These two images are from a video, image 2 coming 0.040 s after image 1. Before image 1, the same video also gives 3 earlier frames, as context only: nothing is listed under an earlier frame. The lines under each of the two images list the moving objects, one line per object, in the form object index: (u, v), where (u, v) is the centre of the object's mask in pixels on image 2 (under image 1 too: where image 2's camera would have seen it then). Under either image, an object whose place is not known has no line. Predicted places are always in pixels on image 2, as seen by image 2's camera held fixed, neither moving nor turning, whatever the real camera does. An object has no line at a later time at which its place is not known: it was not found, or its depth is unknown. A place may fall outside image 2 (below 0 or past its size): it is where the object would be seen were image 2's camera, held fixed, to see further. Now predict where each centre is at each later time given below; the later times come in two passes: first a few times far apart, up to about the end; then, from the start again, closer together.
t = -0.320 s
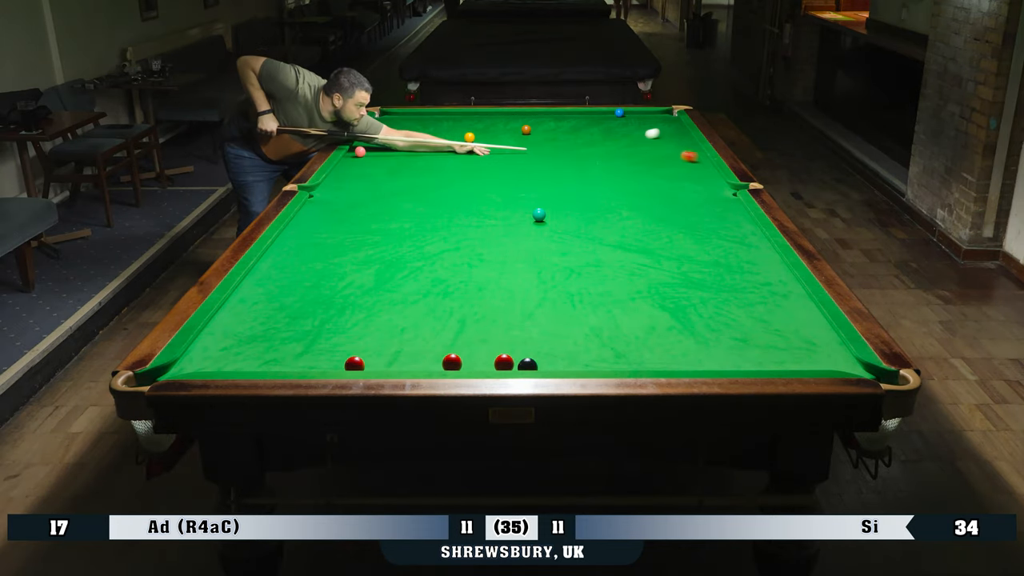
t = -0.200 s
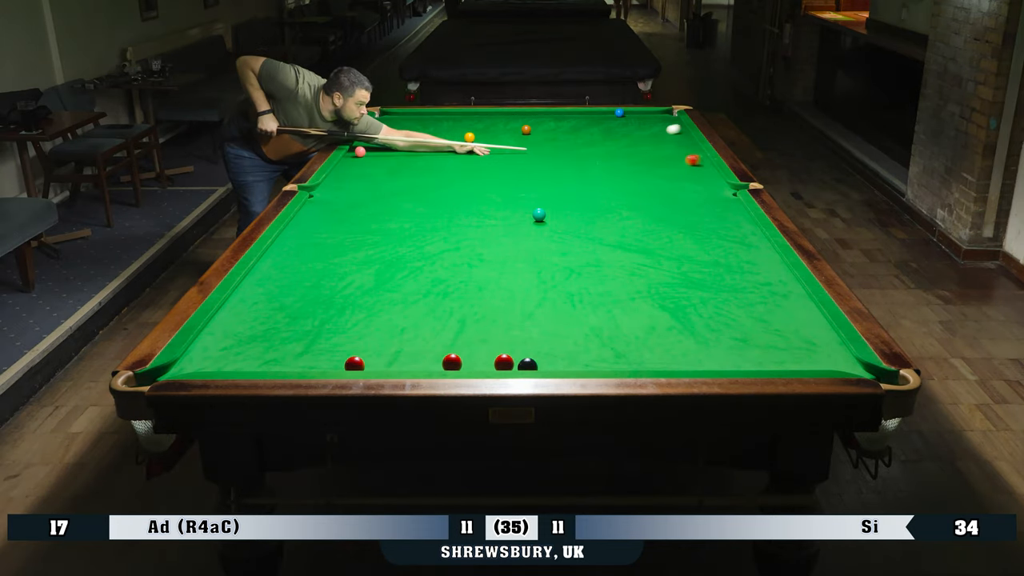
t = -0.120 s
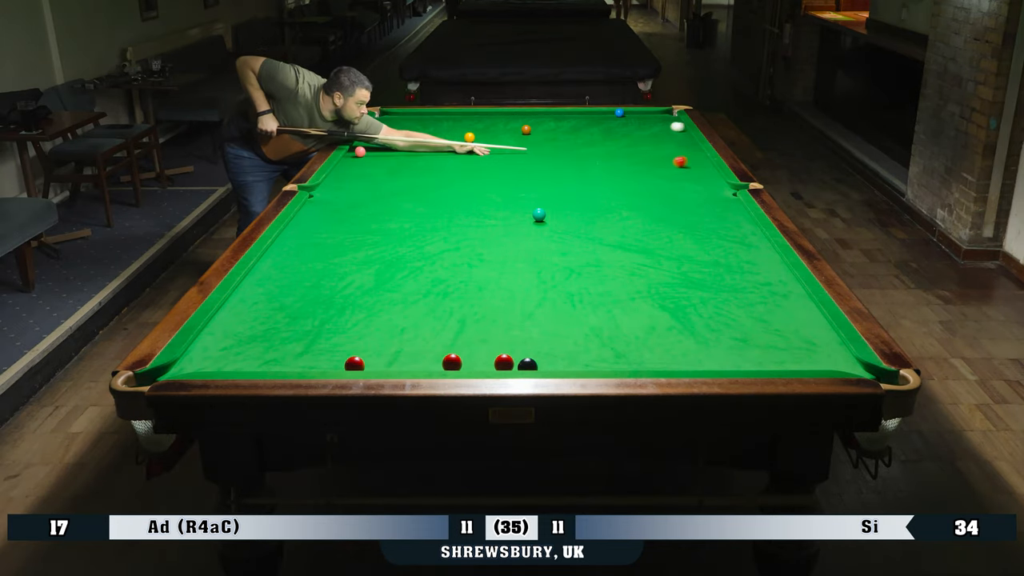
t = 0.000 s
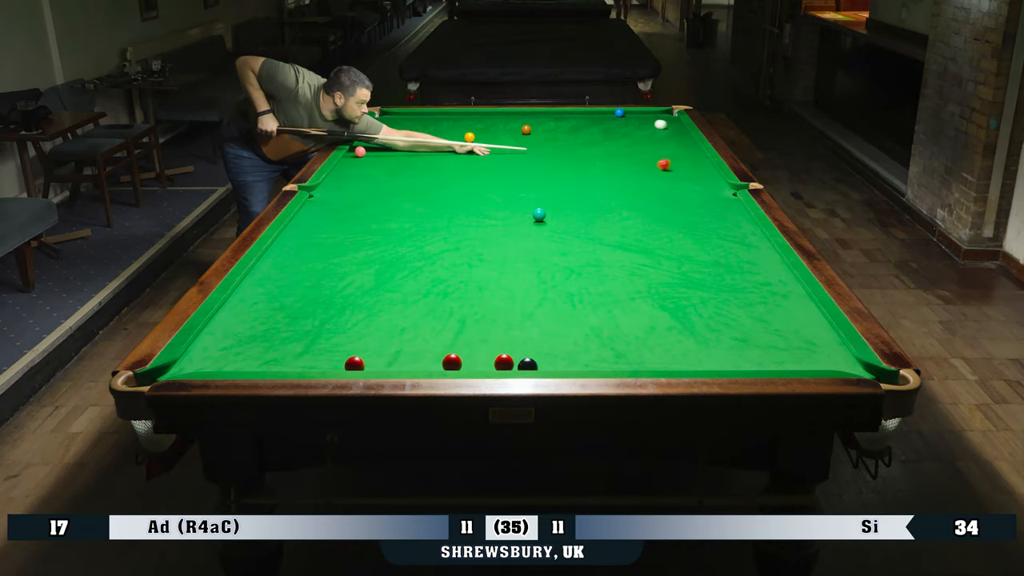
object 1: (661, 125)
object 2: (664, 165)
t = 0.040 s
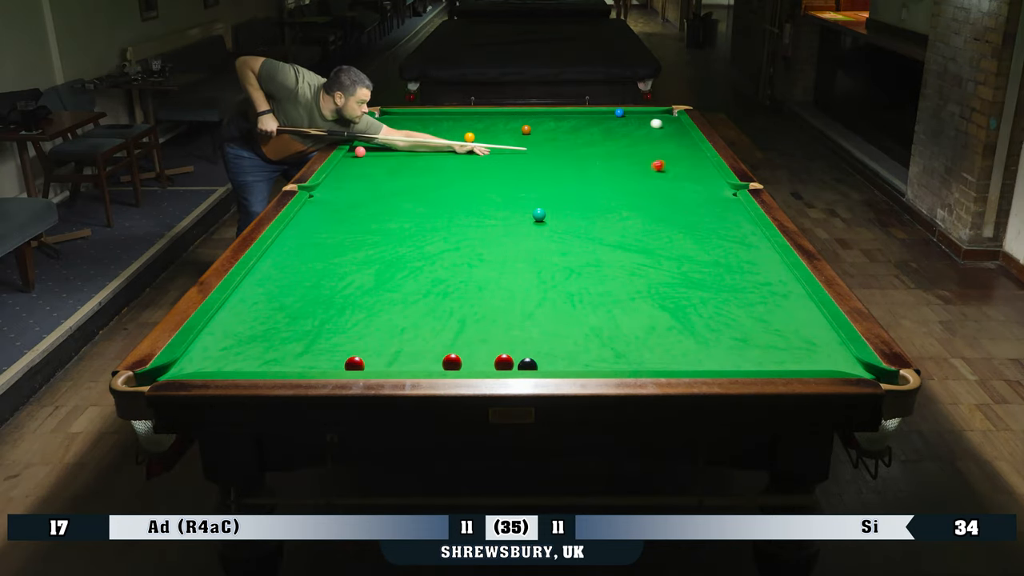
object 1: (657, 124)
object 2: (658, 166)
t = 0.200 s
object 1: (641, 120)
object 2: (636, 169)
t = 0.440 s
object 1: (619, 116)
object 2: (602, 176)
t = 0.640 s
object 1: (602, 112)
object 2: (574, 181)
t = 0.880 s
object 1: (589, 113)
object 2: (540, 187)
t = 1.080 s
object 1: (580, 115)
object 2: (511, 192)
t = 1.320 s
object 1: (570, 117)
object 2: (476, 198)
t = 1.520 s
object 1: (562, 119)
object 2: (447, 203)
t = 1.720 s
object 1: (555, 120)
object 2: (418, 209)
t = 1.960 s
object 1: (547, 122)
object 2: (383, 215)
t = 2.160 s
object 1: (541, 123)
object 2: (355, 220)
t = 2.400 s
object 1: (534, 124)
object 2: (321, 226)
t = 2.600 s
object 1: (530, 124)
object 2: (293, 231)
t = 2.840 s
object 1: (522, 125)
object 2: (298, 236)
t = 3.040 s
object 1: (518, 127)
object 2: (311, 239)
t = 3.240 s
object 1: (516, 128)
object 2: (323, 242)
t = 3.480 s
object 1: (513, 128)
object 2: (337, 245)
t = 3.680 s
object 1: (511, 129)
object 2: (347, 248)
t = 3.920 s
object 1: (509, 129)
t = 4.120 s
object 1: (508, 129)
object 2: (368, 253)
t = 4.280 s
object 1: (508, 129)
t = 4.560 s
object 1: (508, 129)
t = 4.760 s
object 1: (508, 129)
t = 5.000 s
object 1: (508, 129)
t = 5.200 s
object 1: (508, 129)
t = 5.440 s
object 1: (508, 129)
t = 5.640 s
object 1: (508, 129)
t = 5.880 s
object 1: (508, 129)
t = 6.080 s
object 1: (508, 129)
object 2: (407, 262)
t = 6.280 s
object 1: (508, 129)
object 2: (407, 262)
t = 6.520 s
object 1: (508, 129)
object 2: (407, 262)
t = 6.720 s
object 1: (508, 129)
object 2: (407, 262)
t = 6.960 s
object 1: (508, 129)
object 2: (407, 262)
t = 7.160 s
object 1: (508, 129)
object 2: (407, 262)
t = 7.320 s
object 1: (508, 129)
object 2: (407, 261)
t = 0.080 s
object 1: (652, 122)
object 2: (652, 167)
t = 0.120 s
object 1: (648, 122)
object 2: (647, 168)
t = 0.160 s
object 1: (644, 121)
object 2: (641, 168)
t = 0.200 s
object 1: (641, 120)
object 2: (636, 169)
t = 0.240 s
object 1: (637, 119)
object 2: (630, 170)
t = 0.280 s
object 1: (633, 119)
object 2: (624, 171)
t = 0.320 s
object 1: (630, 118)
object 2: (619, 173)
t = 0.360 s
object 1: (626, 117)
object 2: (613, 174)
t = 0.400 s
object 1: (623, 116)
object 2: (608, 175)
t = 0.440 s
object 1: (619, 116)
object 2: (602, 176)
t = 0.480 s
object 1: (615, 115)
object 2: (597, 176)
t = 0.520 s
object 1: (611, 114)
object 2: (591, 177)
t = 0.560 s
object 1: (608, 114)
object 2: (585, 178)
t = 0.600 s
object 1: (605, 113)
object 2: (580, 179)
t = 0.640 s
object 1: (602, 112)
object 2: (574, 181)
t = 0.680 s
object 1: (598, 112)
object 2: (568, 182)
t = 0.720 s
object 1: (596, 112)
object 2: (563, 183)
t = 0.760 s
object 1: (594, 112)
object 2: (557, 184)
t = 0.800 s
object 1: (593, 112)
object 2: (551, 185)
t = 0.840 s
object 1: (591, 113)
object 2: (546, 186)
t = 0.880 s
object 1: (589, 113)
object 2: (540, 187)
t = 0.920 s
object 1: (587, 113)
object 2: (534, 187)
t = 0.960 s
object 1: (585, 114)
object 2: (528, 189)
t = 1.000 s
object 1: (583, 114)
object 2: (523, 190)
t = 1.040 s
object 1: (582, 115)
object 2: (517, 191)
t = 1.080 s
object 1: (580, 115)
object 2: (511, 192)
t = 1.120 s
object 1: (578, 115)
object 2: (505, 193)
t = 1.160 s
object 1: (577, 116)
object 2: (499, 194)
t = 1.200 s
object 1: (575, 116)
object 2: (493, 195)
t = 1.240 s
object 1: (574, 116)
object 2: (488, 196)
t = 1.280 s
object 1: (572, 117)
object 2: (482, 197)
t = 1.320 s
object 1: (570, 117)
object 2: (476, 198)
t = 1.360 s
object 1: (569, 117)
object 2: (470, 199)
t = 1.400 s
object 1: (567, 117)
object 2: (464, 200)
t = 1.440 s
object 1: (566, 118)
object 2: (459, 201)
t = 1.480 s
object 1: (564, 118)
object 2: (453, 202)
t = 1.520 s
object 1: (562, 119)
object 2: (447, 203)
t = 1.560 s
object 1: (561, 119)
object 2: (441, 204)
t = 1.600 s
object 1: (559, 119)
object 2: (435, 205)
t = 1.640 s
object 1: (558, 120)
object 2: (430, 207)
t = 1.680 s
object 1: (557, 120)
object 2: (424, 208)
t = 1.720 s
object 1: (555, 120)
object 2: (418, 209)
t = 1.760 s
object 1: (554, 120)
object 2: (412, 210)
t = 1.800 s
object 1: (552, 121)
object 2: (406, 211)
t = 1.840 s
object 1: (551, 121)
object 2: (401, 212)
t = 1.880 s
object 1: (550, 121)
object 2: (395, 213)
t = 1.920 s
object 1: (548, 121)
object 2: (389, 214)
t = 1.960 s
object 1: (547, 122)
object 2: (383, 215)
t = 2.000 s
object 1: (546, 122)
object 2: (378, 216)
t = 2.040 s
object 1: (545, 122)
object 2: (372, 217)
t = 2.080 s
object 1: (543, 122)
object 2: (366, 218)
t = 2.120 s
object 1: (542, 123)
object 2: (360, 219)
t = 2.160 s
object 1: (541, 123)
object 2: (355, 220)
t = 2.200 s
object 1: (540, 123)
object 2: (349, 221)
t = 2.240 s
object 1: (538, 123)
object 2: (343, 222)
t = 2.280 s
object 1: (538, 123)
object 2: (338, 223)
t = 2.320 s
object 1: (536, 124)
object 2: (332, 224)
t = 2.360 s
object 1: (535, 124)
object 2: (327, 225)
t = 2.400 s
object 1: (534, 124)
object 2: (321, 226)
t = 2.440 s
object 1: (533, 124)
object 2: (315, 227)
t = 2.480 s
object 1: (533, 124)
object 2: (310, 228)
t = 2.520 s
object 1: (532, 124)
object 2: (304, 229)
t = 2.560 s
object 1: (531, 124)
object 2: (299, 230)
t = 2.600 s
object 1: (530, 124)
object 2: (293, 231)
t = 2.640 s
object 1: (529, 124)
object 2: (288, 232)
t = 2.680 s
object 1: (528, 124)
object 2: (288, 233)
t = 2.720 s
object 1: (526, 124)
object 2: (291, 234)
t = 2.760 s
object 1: (524, 124)
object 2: (294, 235)
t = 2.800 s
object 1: (523, 124)
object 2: (296, 235)
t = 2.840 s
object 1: (522, 125)
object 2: (298, 236)
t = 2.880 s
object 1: (521, 125)
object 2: (301, 237)
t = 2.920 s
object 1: (520, 125)
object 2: (304, 237)
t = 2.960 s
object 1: (520, 126)
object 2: (306, 238)
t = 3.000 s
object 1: (519, 126)
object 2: (309, 238)
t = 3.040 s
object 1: (518, 127)
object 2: (311, 239)
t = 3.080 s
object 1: (518, 127)
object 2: (314, 240)
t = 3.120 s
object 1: (518, 127)
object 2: (316, 240)
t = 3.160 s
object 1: (517, 127)
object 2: (318, 241)
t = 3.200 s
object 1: (516, 128)
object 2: (321, 241)
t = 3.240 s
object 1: (516, 128)
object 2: (323, 242)
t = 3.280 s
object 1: (515, 128)
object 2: (325, 242)
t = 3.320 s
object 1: (515, 128)
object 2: (328, 243)
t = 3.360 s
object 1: (514, 128)
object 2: (330, 244)
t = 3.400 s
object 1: (514, 128)
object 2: (332, 244)
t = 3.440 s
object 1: (513, 128)
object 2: (334, 245)
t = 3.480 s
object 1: (513, 128)
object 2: (337, 245)
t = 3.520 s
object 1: (512, 128)
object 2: (339, 246)
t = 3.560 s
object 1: (512, 128)
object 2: (341, 247)
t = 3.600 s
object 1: (511, 129)
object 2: (343, 247)
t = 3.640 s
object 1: (511, 129)
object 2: (345, 248)
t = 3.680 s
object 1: (511, 129)
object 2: (347, 248)
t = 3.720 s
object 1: (510, 129)
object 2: (349, 248)
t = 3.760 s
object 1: (510, 129)
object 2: (351, 249)
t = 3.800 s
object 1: (510, 129)
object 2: (353, 249)
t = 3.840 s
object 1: (509, 129)
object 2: (355, 250)
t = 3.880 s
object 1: (509, 129)
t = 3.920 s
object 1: (509, 129)
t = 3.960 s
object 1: (508, 129)
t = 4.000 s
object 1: (508, 129)
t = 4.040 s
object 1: (508, 129)
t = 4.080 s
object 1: (508, 129)
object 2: (366, 253)
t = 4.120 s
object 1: (508, 129)
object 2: (368, 253)
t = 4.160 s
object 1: (508, 129)
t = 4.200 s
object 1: (508, 129)
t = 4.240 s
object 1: (508, 129)
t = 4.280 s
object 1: (508, 129)
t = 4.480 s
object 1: (508, 129)
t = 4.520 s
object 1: (508, 129)
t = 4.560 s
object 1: (508, 129)
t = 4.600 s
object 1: (508, 129)
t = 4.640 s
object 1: (508, 129)
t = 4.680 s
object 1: (508, 129)
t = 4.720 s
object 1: (508, 129)
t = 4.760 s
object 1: (508, 129)
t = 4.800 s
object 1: (508, 129)
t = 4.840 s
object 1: (508, 129)
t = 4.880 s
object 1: (508, 129)
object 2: (394, 260)
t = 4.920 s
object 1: (508, 129)
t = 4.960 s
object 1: (508, 129)
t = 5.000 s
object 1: (508, 129)
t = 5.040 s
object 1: (508, 129)
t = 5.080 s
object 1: (508, 129)
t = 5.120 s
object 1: (508, 129)
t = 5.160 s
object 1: (508, 129)
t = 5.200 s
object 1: (508, 129)
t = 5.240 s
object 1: (508, 129)
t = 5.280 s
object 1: (508, 129)
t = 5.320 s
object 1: (508, 129)
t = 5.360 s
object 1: (508, 129)
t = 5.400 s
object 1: (508, 129)
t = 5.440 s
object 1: (508, 129)
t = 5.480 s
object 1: (508, 129)
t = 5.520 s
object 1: (508, 129)
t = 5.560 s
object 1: (508, 129)
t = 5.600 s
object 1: (508, 129)
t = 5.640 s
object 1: (508, 129)
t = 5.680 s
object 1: (508, 129)
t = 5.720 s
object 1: (508, 129)
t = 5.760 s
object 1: (508, 129)
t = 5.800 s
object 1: (508, 129)
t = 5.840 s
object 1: (508, 129)
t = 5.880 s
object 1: (508, 129)
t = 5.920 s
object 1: (508, 129)
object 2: (407, 262)
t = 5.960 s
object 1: (508, 129)
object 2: (407, 262)
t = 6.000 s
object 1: (508, 129)
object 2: (407, 262)
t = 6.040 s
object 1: (508, 129)
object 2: (407, 262)
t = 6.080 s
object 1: (508, 129)
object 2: (407, 262)
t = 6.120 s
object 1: (508, 129)
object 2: (407, 262)
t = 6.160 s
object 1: (508, 129)
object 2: (407, 262)
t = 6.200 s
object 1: (508, 129)
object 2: (407, 262)
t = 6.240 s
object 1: (508, 129)
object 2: (407, 262)
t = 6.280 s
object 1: (508, 129)
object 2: (407, 262)
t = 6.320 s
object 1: (508, 129)
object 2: (407, 262)
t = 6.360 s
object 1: (508, 129)
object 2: (407, 262)
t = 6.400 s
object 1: (508, 129)
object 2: (407, 262)
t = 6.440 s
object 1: (508, 129)
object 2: (407, 262)
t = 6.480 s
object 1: (508, 129)
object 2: (407, 262)
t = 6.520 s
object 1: (508, 129)
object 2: (407, 262)
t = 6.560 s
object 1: (508, 129)
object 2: (407, 262)
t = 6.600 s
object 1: (508, 129)
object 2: (407, 262)
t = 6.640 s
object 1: (508, 129)
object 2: (407, 262)
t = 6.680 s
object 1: (508, 129)
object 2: (407, 262)
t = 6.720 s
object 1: (508, 129)
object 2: (407, 262)
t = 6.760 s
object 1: (508, 129)
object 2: (407, 262)
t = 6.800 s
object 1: (508, 129)
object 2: (407, 262)
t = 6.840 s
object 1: (508, 129)
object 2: (406, 262)
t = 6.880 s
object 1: (508, 129)
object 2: (406, 262)
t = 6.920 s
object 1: (508, 129)
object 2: (407, 262)
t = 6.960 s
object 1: (508, 129)
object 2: (407, 262)
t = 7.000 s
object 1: (508, 129)
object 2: (407, 262)
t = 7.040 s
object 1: (508, 129)
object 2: (407, 262)
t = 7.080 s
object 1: (508, 129)
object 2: (407, 262)
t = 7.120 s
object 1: (508, 129)
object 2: (407, 262)
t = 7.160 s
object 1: (508, 129)
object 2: (407, 262)
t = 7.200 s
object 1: (508, 129)
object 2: (407, 262)
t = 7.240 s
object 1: (508, 129)
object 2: (407, 262)
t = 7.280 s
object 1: (508, 129)
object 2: (407, 262)
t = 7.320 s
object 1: (508, 129)
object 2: (407, 261)
